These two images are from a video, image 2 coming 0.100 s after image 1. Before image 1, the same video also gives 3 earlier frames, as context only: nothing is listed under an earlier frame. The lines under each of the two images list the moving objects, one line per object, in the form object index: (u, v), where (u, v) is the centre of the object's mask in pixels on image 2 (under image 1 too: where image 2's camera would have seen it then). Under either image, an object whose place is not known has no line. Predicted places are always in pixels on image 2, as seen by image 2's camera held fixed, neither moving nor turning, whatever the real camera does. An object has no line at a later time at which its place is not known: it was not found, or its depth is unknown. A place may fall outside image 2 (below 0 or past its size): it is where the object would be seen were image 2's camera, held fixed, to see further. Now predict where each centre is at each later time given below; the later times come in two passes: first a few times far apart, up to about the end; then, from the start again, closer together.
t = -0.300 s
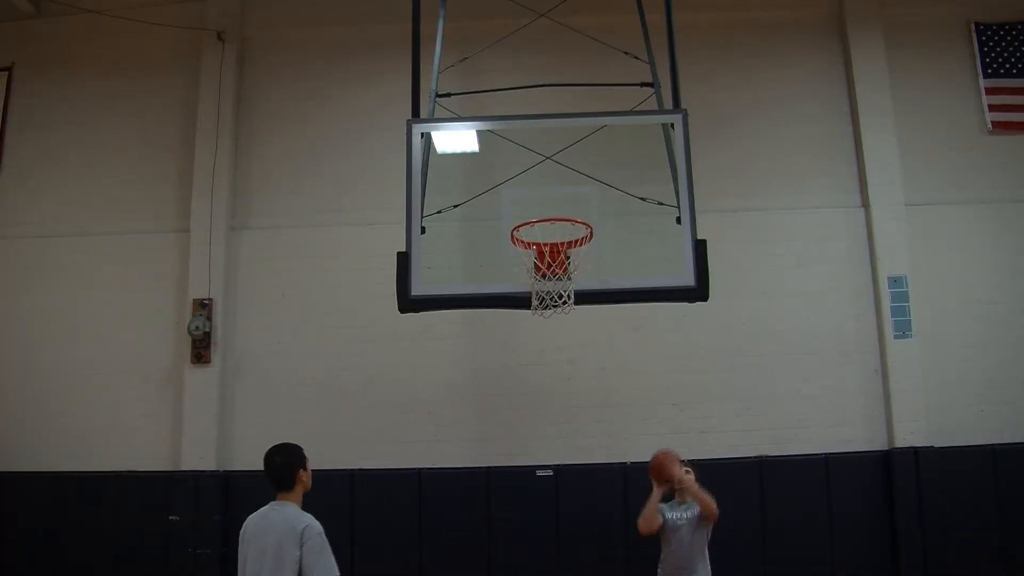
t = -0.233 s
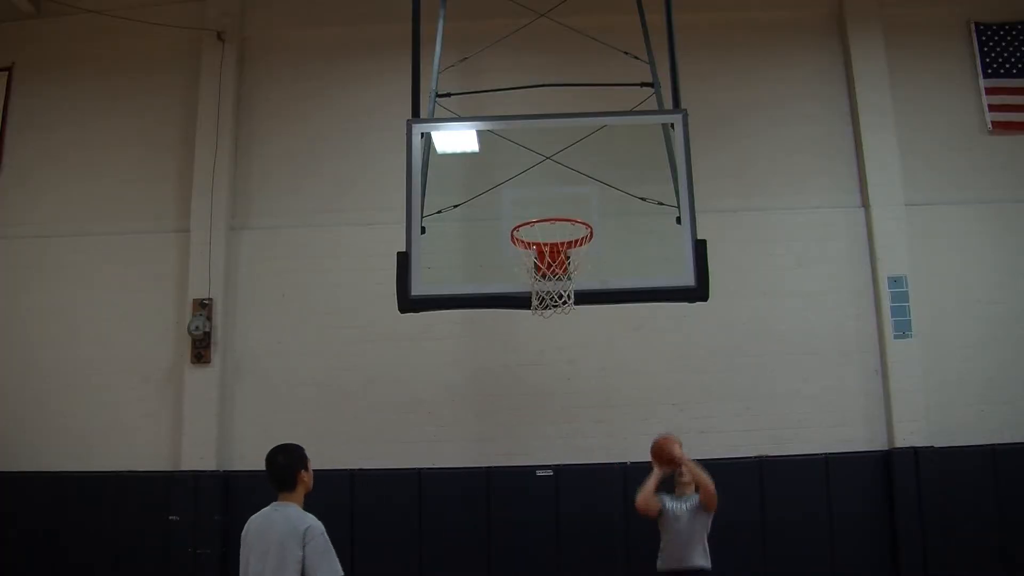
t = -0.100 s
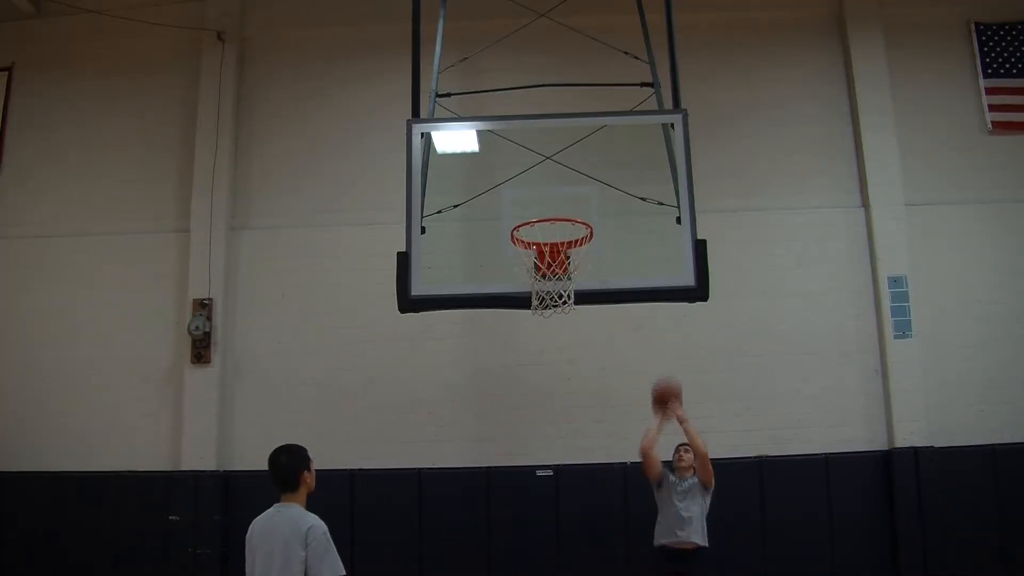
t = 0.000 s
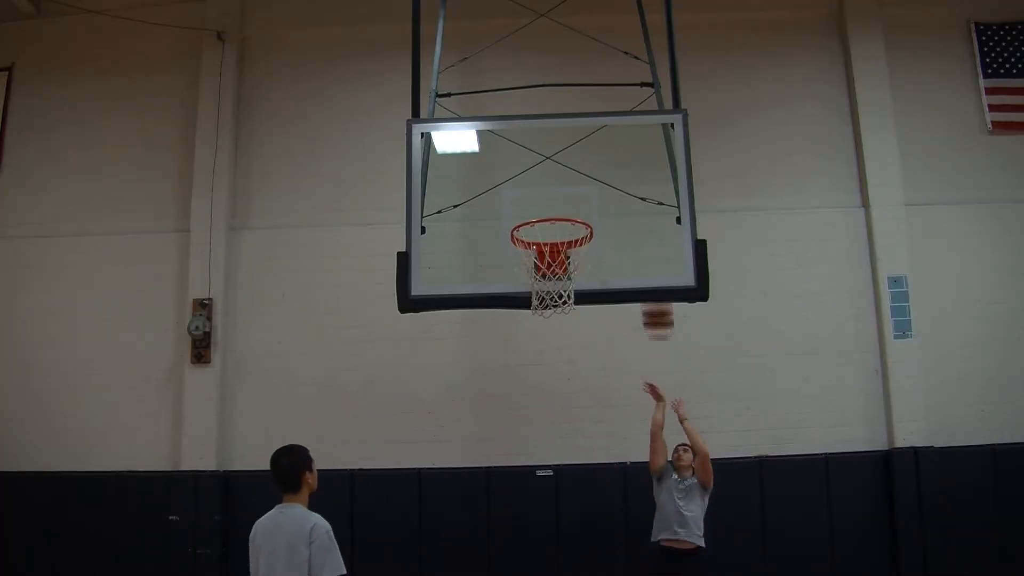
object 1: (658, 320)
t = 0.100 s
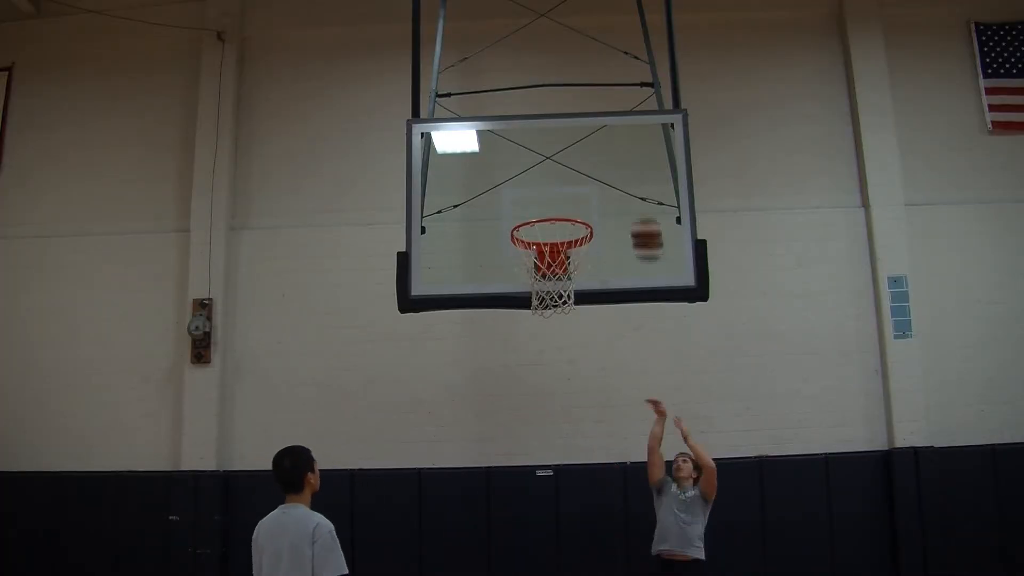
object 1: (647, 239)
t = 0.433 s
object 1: (615, 80)
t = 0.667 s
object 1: (596, 49)
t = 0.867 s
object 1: (582, 78)
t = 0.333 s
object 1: (623, 104)
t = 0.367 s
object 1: (620, 99)
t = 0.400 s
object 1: (618, 90)
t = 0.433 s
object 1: (615, 80)
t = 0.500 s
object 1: (609, 65)
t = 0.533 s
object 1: (606, 59)
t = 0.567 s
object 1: (604, 54)
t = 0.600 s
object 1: (601, 51)
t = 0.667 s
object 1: (596, 49)
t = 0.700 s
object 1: (594, 50)
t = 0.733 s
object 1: (591, 53)
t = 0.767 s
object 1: (589, 57)
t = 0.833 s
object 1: (584, 70)
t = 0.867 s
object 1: (582, 78)
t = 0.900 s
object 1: (580, 89)
